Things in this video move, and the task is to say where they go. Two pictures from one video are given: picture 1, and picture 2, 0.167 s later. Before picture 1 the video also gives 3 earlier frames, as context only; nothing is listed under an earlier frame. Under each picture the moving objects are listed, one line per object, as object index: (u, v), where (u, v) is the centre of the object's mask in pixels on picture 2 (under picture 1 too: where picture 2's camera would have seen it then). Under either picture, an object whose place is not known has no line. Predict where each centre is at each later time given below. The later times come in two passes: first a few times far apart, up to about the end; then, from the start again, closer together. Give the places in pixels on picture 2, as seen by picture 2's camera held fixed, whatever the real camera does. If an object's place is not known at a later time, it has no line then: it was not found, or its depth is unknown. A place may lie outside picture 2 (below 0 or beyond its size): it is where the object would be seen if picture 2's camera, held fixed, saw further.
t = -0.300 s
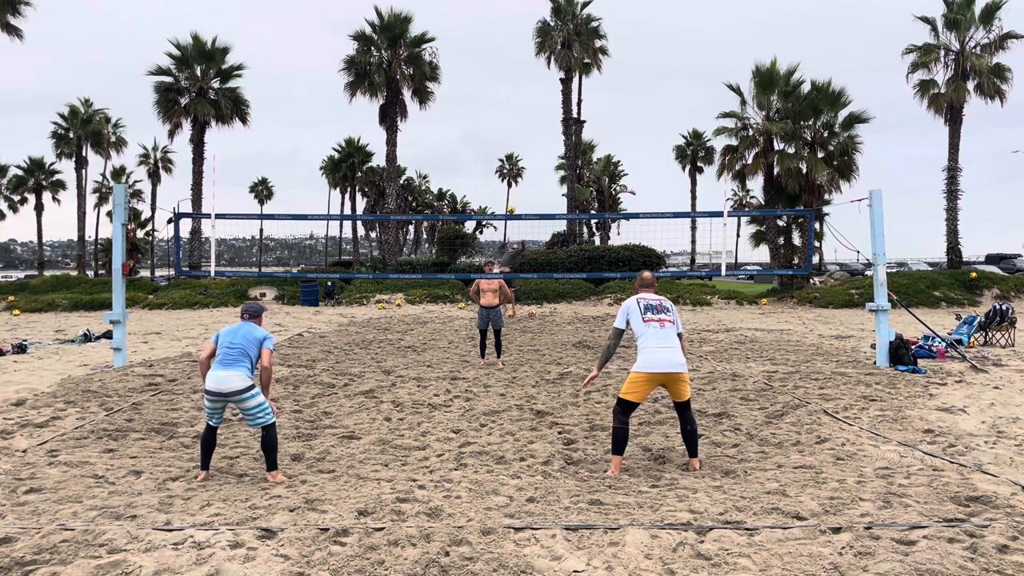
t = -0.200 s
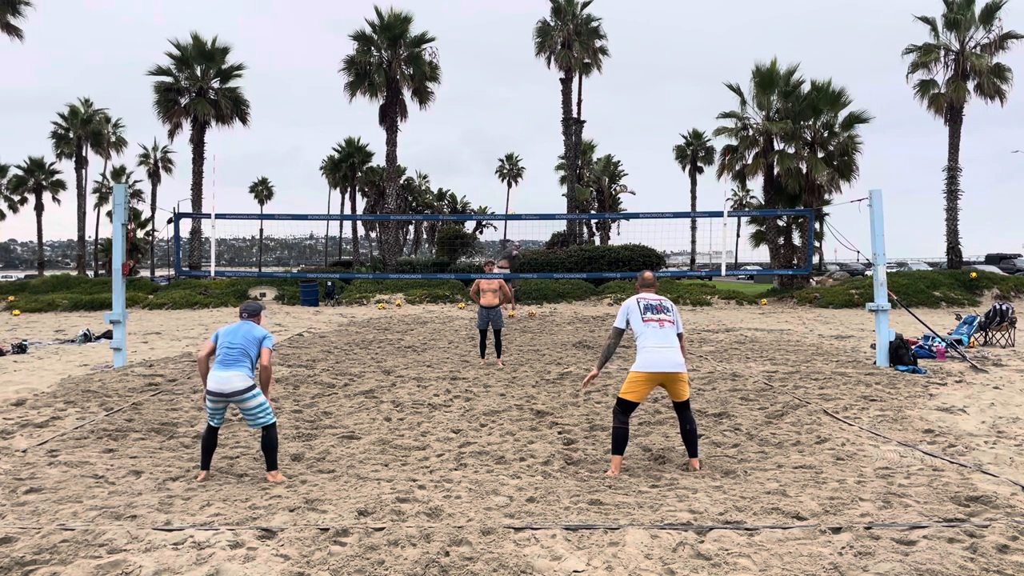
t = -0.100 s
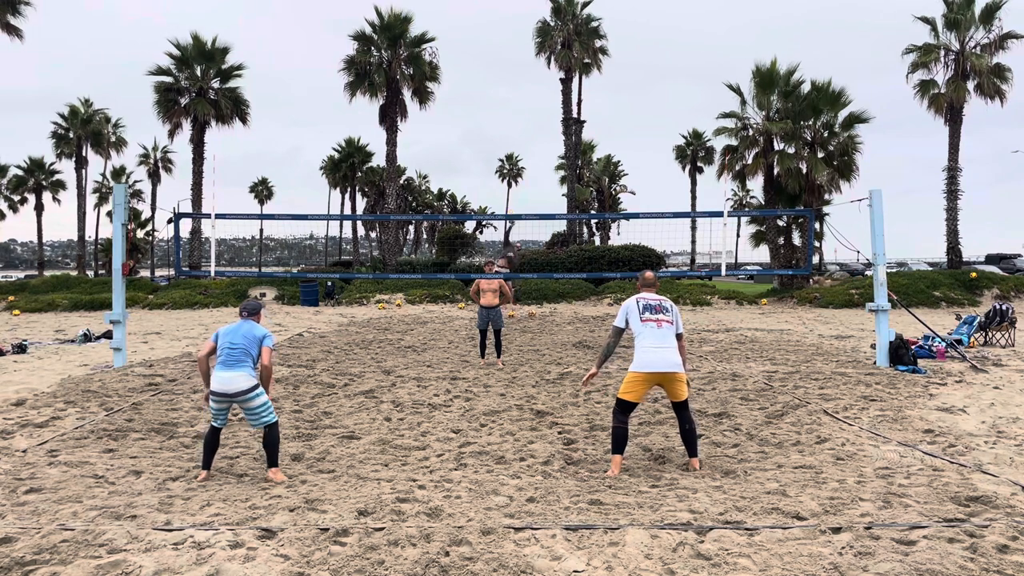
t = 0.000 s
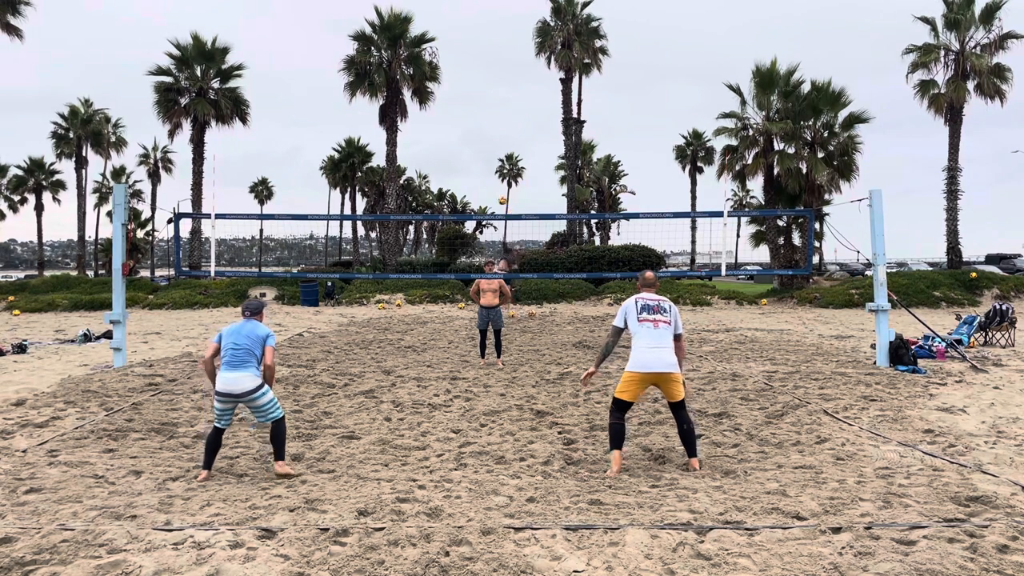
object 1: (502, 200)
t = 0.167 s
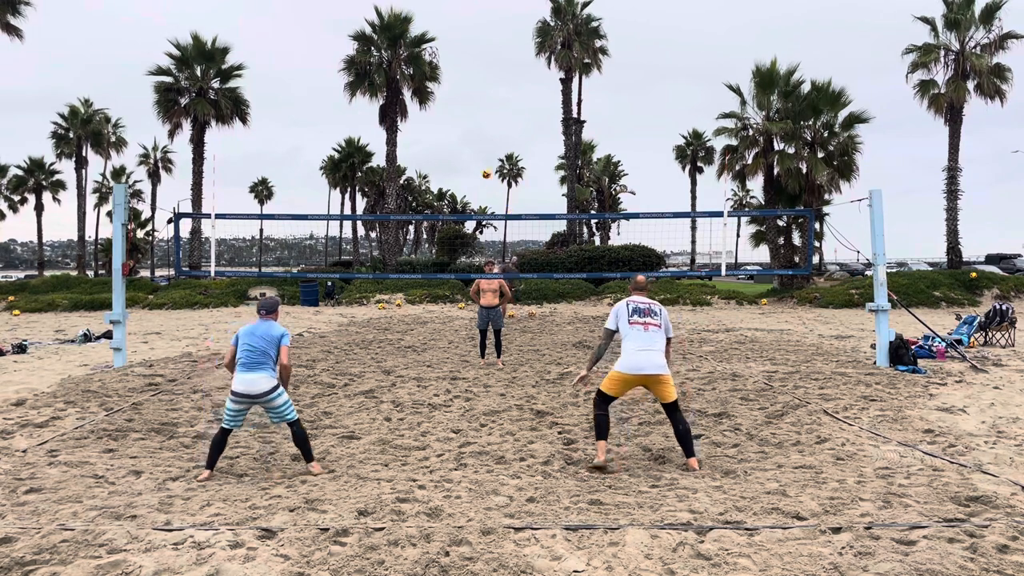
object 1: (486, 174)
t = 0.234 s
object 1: (479, 165)
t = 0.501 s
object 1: (449, 151)
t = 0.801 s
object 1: (405, 193)
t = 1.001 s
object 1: (366, 273)
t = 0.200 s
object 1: (483, 169)
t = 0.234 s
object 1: (479, 165)
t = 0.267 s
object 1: (476, 162)
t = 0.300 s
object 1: (472, 159)
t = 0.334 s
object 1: (468, 156)
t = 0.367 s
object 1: (465, 153)
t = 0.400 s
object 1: (461, 152)
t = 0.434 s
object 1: (457, 151)
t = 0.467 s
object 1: (453, 151)
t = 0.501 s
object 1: (449, 151)
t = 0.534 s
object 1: (445, 152)
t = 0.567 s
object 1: (440, 154)
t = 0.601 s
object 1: (436, 157)
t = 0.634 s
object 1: (431, 160)
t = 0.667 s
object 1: (426, 165)
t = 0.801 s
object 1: (405, 193)
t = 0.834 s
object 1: (399, 202)
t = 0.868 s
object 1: (393, 213)
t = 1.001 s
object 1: (366, 273)
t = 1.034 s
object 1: (358, 292)
